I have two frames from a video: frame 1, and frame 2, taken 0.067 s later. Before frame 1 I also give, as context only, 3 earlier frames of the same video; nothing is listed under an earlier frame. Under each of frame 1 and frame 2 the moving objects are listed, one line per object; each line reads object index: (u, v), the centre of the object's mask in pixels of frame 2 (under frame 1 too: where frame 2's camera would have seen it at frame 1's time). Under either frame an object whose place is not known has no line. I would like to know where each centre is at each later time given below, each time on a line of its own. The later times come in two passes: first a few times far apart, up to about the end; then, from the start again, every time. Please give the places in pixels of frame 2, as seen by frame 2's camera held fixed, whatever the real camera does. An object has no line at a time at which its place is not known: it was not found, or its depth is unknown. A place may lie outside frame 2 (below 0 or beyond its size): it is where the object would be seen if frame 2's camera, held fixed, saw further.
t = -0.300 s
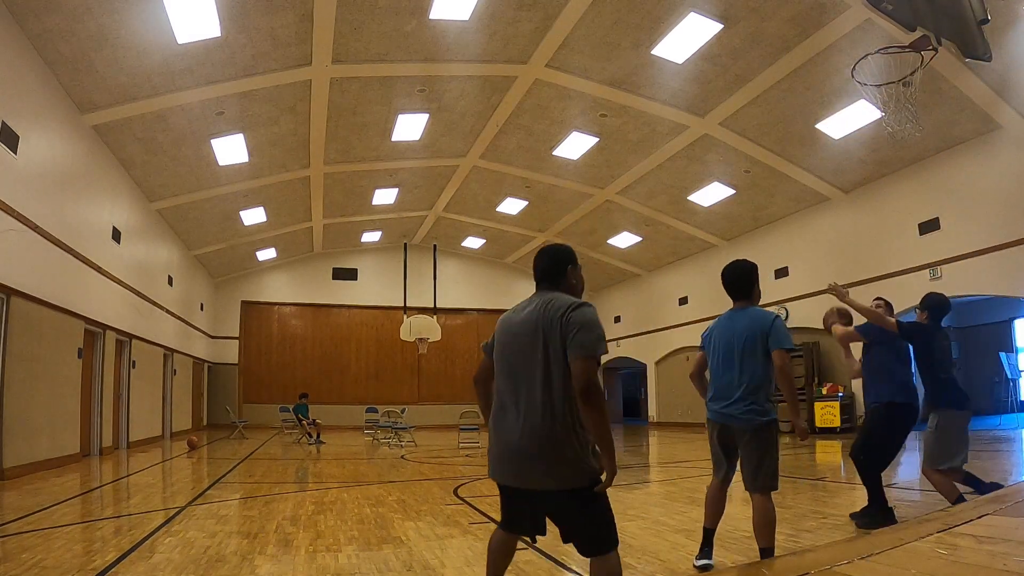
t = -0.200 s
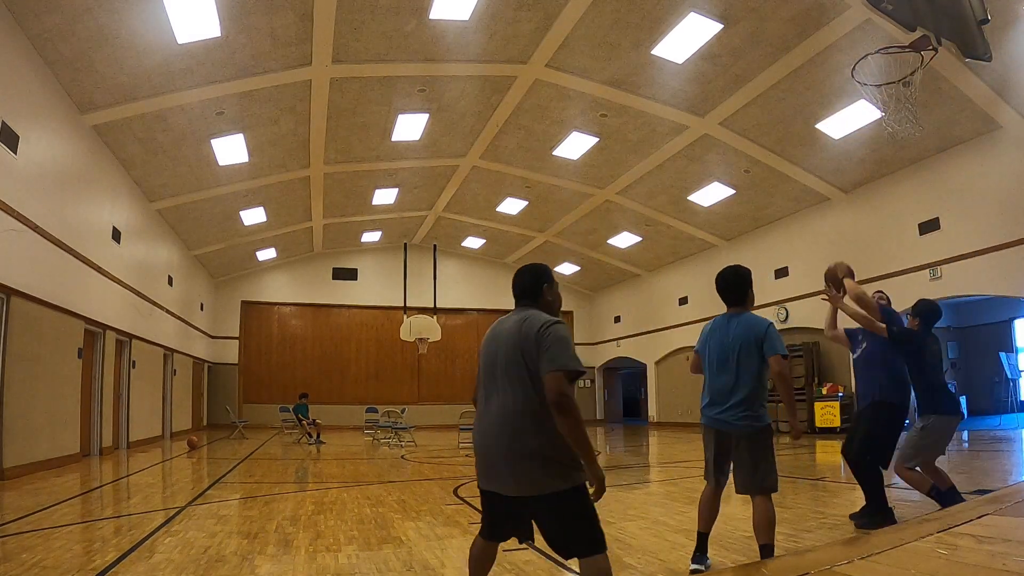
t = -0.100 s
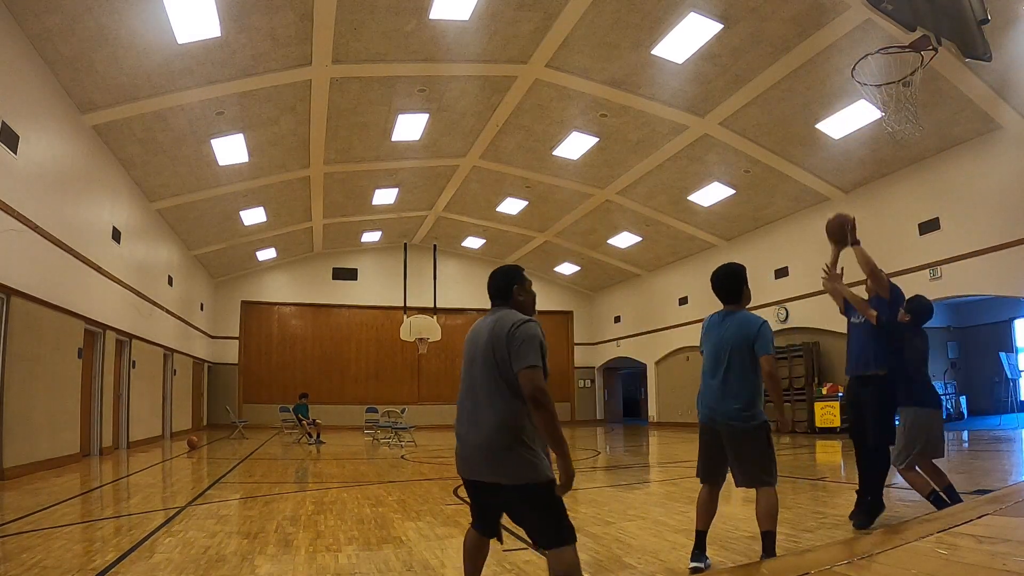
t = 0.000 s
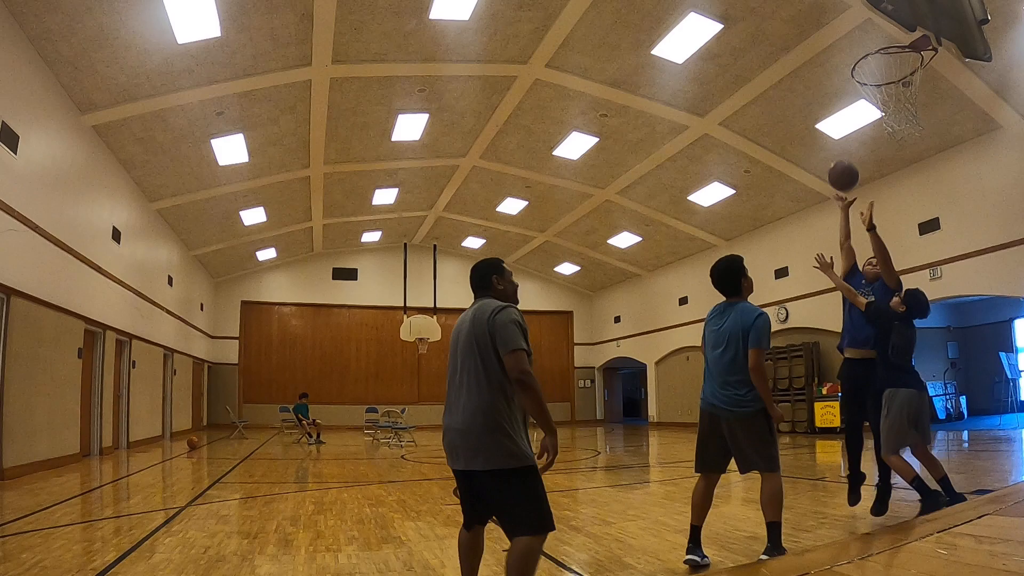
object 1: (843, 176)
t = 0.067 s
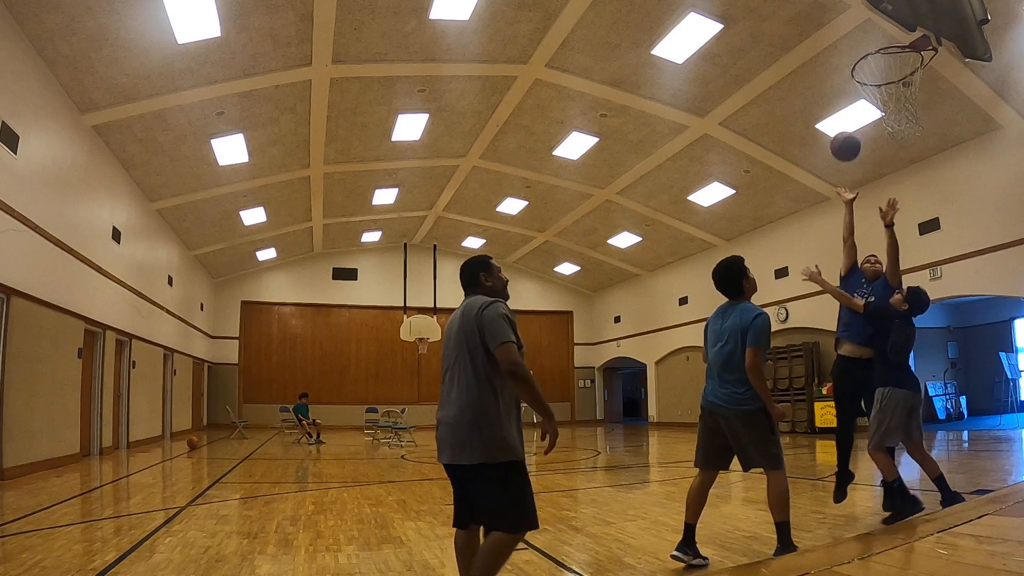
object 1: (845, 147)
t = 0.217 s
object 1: (851, 98)
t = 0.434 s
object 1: (874, 74)
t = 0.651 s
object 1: (886, 79)
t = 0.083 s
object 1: (846, 140)
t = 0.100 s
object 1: (846, 134)
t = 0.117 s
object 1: (847, 128)
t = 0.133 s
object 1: (848, 122)
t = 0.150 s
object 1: (848, 116)
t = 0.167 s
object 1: (849, 111)
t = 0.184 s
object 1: (850, 106)
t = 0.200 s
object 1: (851, 102)
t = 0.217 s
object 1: (851, 98)
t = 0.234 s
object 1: (851, 95)
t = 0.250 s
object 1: (854, 91)
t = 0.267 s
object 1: (854, 88)
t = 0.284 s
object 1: (857, 85)
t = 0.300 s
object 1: (859, 83)
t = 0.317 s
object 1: (861, 81)
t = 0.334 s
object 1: (862, 79)
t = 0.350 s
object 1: (864, 77)
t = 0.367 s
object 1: (866, 76)
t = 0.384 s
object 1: (868, 75)
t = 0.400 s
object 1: (869, 74)
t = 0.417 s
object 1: (872, 74)
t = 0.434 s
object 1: (874, 74)
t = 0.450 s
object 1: (876, 74)
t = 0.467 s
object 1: (878, 75)
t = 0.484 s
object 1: (880, 76)
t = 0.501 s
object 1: (881, 75)
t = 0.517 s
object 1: (881, 74)
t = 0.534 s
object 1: (881, 74)
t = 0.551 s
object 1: (882, 74)
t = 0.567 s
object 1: (882, 74)
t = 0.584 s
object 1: (882, 75)
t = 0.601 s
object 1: (883, 75)
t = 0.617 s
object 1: (884, 76)
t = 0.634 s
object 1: (884, 78)
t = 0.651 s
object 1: (886, 79)
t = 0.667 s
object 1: (887, 82)
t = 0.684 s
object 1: (888, 84)
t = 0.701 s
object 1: (888, 87)
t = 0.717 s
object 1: (890, 91)
